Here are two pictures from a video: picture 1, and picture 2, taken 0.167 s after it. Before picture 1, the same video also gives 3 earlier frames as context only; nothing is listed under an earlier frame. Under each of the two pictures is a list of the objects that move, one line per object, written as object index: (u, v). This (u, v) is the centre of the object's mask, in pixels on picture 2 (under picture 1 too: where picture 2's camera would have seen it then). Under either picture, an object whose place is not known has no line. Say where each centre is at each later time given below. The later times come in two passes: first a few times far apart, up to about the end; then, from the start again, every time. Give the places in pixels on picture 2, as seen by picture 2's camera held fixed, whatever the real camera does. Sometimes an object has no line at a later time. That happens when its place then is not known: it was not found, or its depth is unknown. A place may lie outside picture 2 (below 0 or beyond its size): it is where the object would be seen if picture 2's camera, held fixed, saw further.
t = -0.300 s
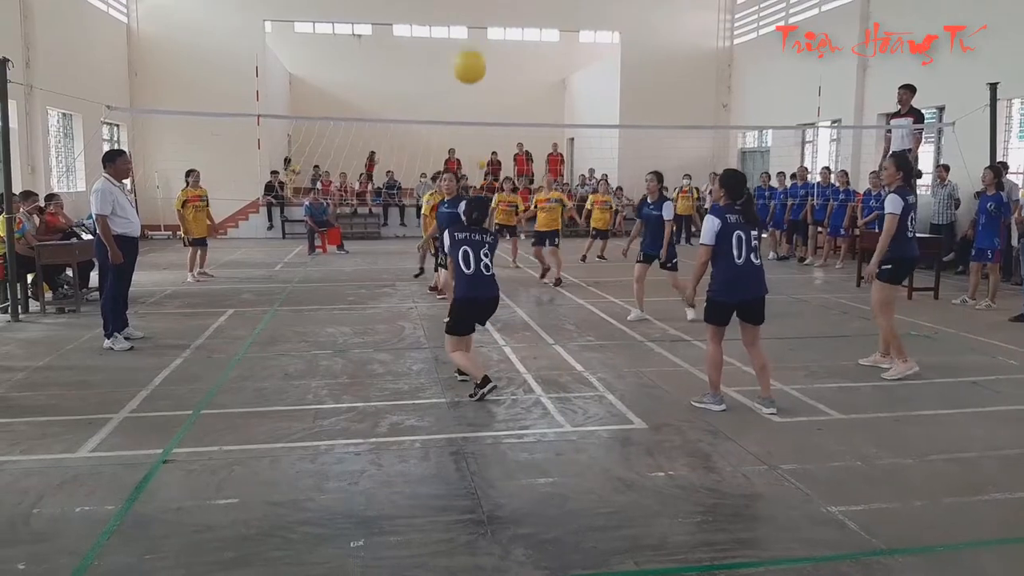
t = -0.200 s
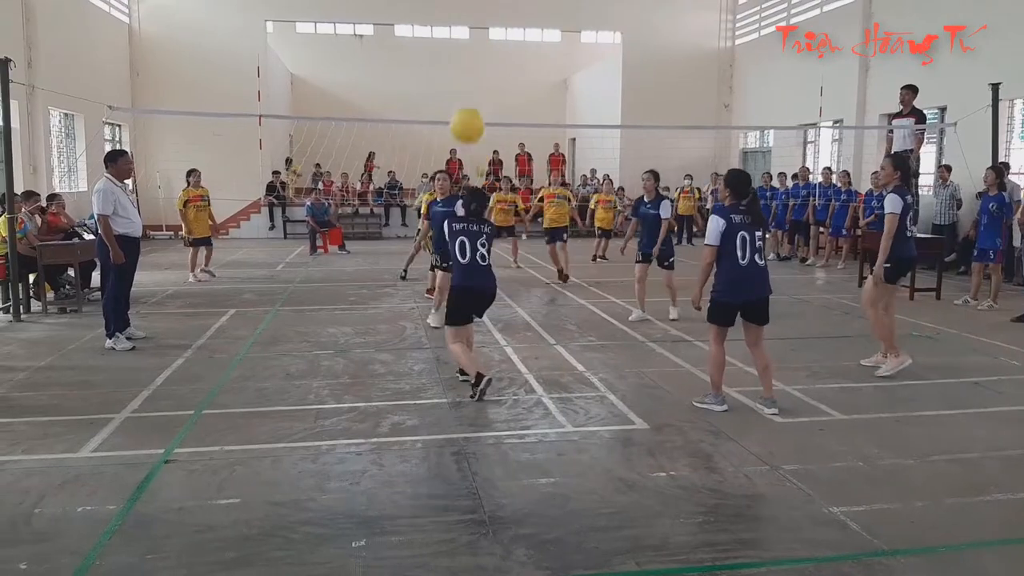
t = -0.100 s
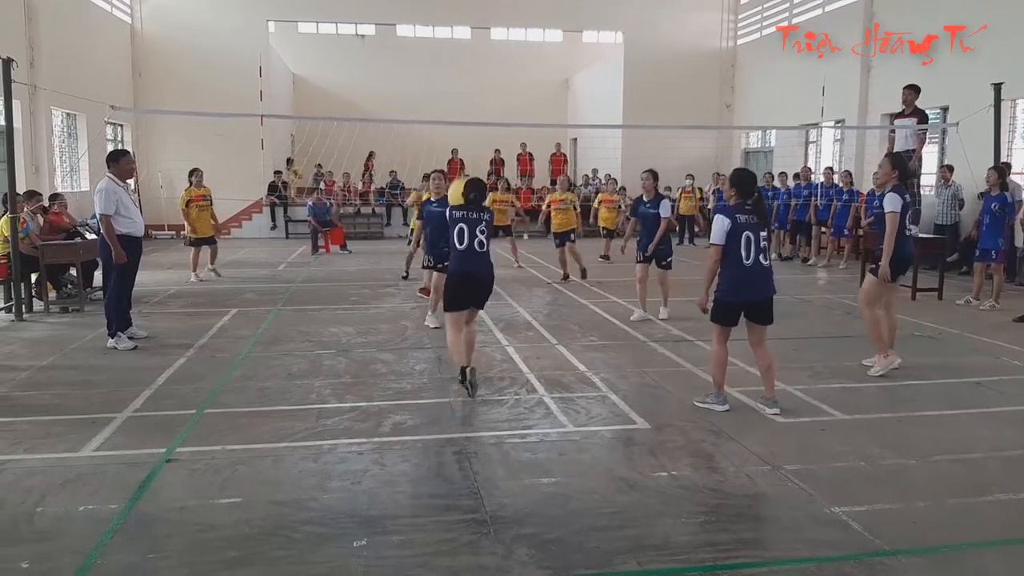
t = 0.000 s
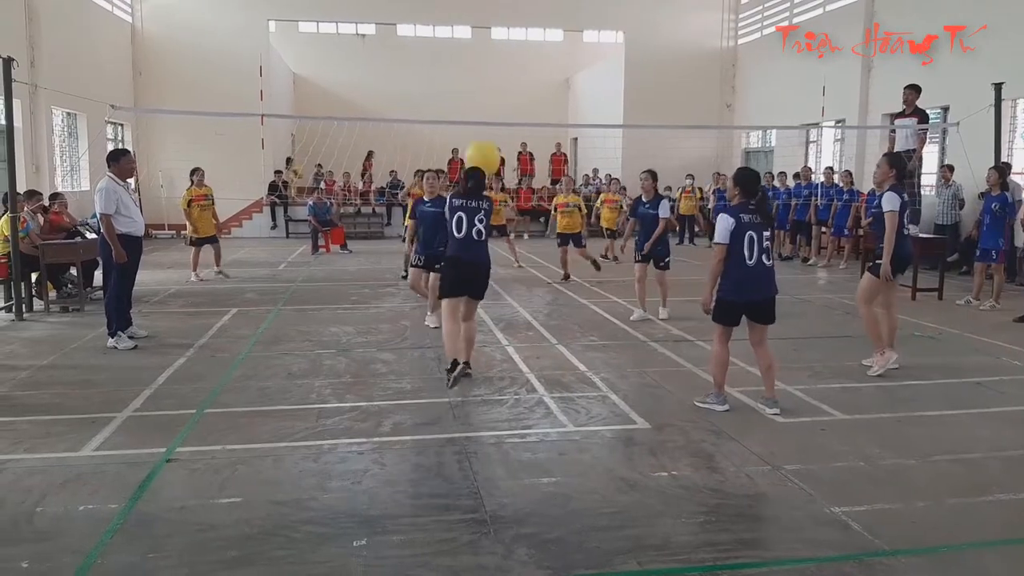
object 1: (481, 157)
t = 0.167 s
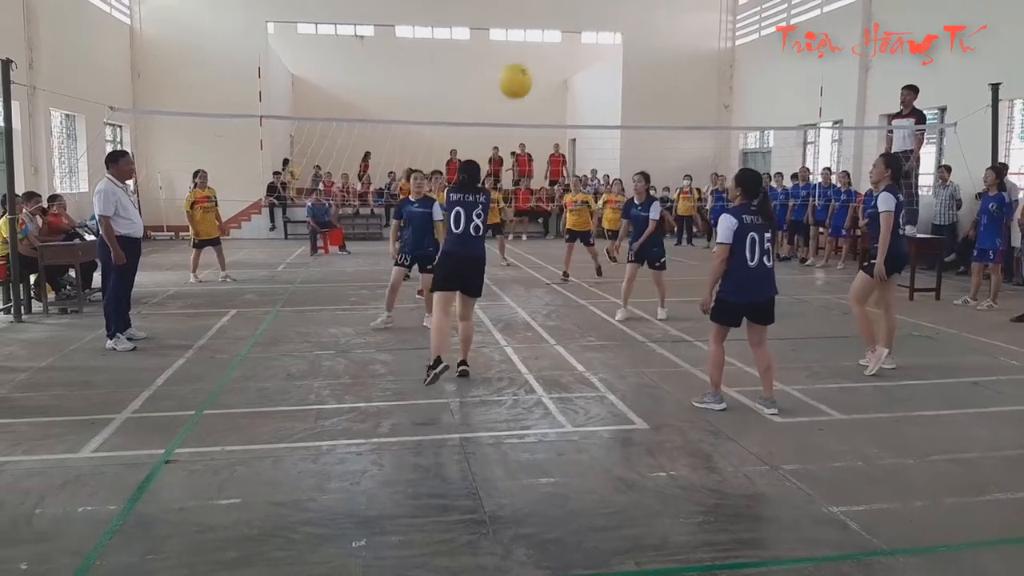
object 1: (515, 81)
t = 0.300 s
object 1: (540, 44)
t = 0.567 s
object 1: (584, 33)
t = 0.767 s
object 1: (616, 81)
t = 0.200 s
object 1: (522, 70)
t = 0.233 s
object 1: (528, 60)
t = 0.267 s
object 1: (534, 52)
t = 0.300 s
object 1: (540, 44)
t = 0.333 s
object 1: (546, 38)
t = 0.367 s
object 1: (551, 34)
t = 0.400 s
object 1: (557, 31)
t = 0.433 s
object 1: (562, 29)
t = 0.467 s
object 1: (567, 28)
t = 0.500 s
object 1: (573, 28)
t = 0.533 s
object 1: (578, 30)
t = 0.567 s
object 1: (584, 33)
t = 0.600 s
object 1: (589, 38)
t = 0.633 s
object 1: (594, 44)
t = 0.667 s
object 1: (600, 51)
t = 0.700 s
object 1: (605, 59)
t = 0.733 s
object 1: (611, 69)
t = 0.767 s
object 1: (616, 81)
